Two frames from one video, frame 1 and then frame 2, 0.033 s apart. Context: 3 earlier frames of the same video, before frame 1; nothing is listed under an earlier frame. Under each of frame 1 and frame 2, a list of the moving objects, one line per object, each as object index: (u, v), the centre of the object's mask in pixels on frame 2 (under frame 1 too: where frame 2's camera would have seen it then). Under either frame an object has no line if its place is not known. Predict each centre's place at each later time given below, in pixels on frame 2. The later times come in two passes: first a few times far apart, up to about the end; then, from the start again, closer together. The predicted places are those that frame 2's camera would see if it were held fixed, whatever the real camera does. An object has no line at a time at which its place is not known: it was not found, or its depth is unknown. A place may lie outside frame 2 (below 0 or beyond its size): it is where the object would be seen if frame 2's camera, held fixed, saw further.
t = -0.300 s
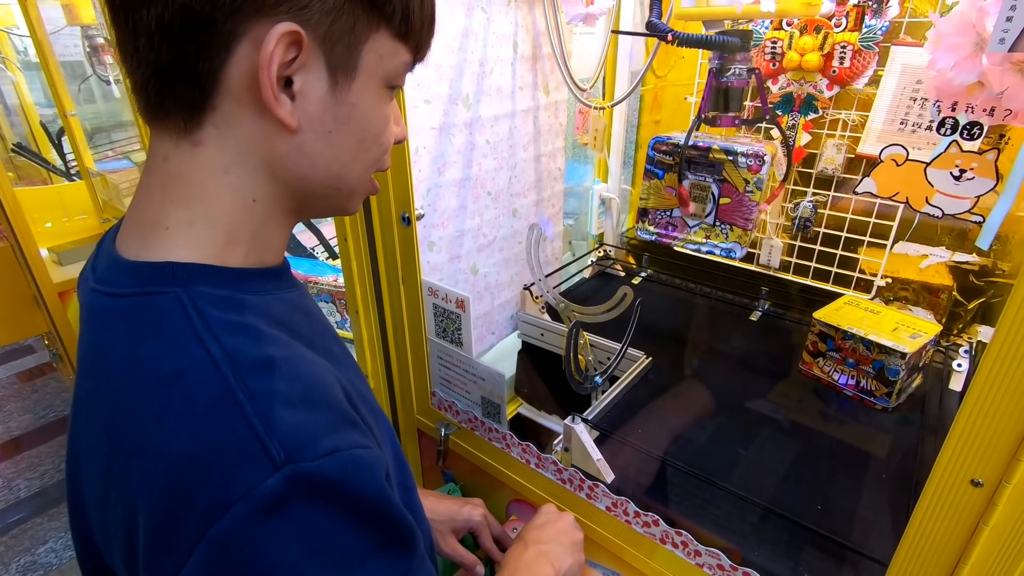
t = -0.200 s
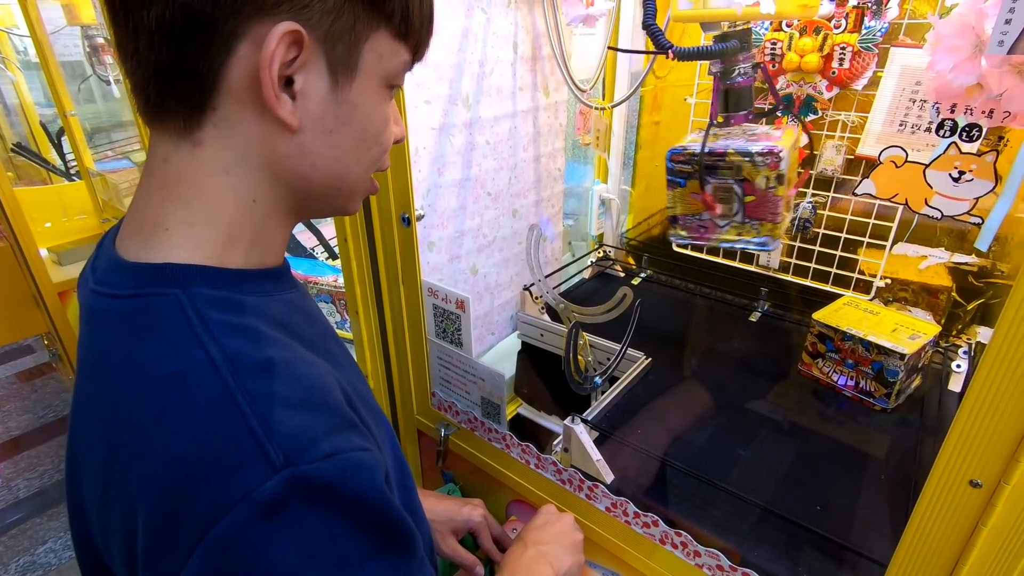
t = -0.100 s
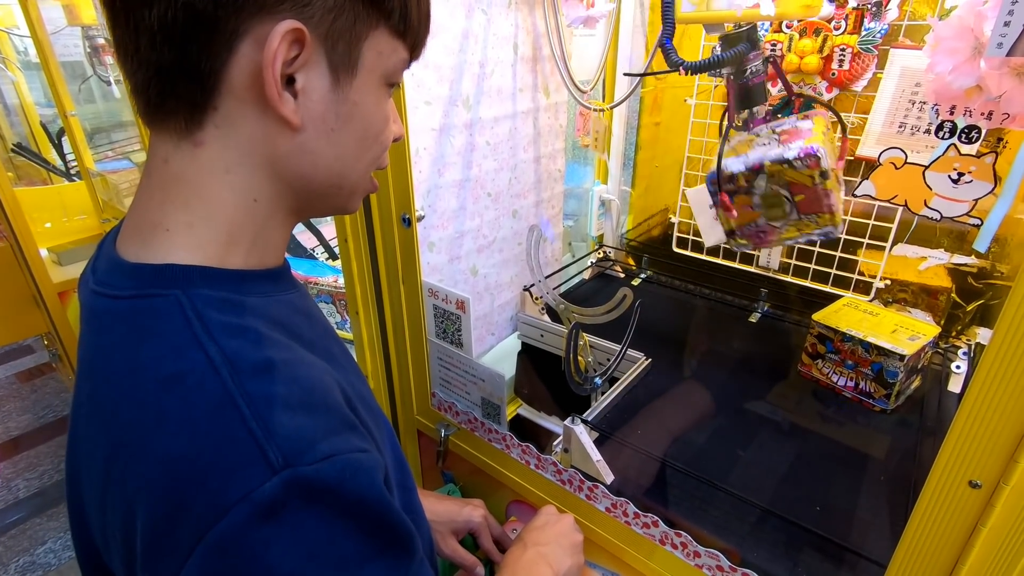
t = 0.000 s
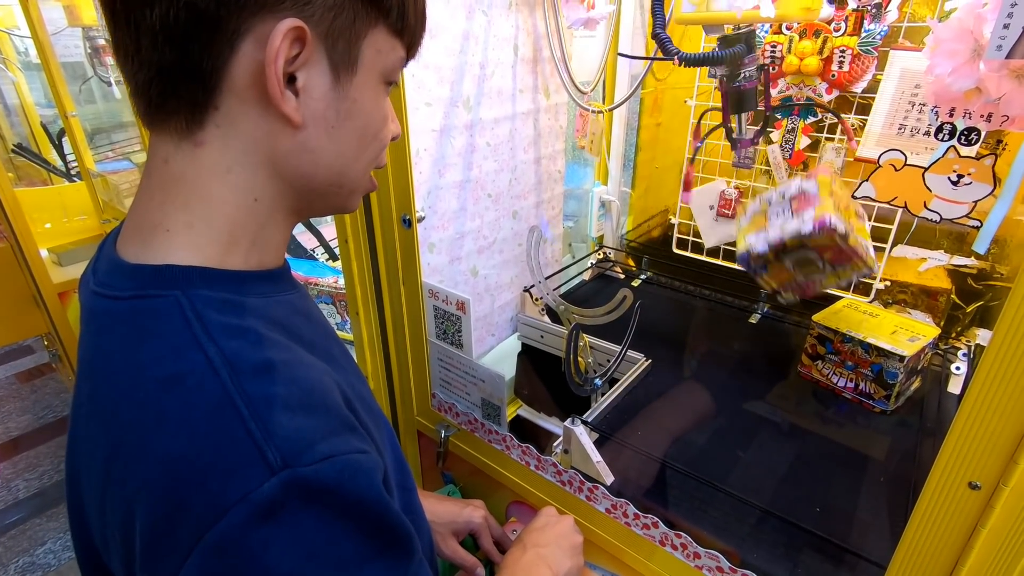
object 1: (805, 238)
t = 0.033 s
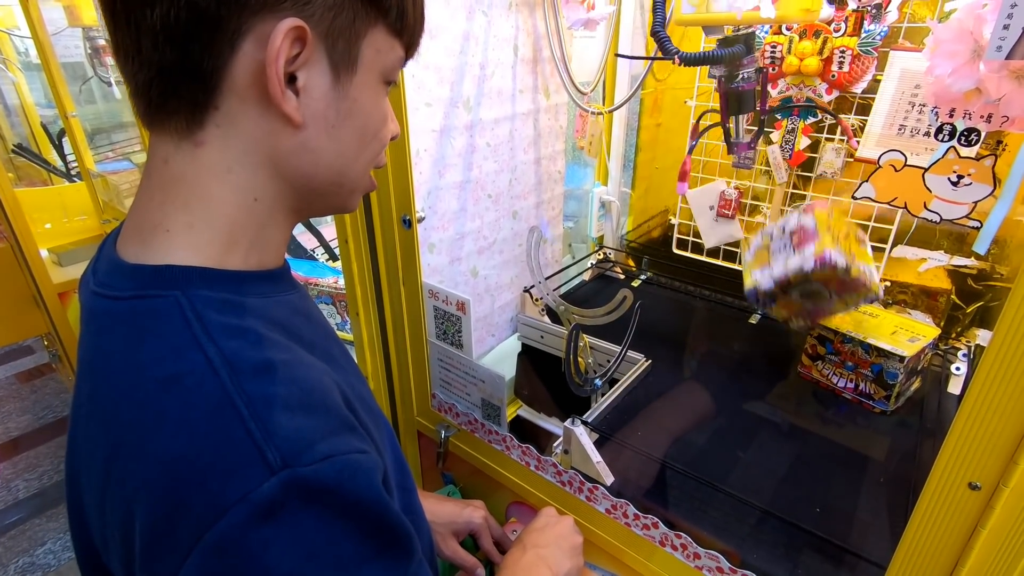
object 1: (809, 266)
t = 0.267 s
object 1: (677, 344)
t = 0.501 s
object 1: (711, 385)
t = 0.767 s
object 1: (831, 442)
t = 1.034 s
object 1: (871, 410)
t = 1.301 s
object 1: (867, 423)
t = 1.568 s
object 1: (812, 413)
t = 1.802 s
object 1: (815, 427)
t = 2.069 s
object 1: (858, 438)
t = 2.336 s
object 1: (861, 436)
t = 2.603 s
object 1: (858, 438)
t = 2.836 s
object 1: (859, 436)
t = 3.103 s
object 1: (858, 435)
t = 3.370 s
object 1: (857, 435)
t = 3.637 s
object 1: (858, 437)
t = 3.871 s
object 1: (858, 435)
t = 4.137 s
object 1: (859, 436)
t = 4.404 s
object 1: (858, 435)
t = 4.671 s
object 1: (858, 436)
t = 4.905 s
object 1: (858, 436)
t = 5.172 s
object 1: (858, 435)
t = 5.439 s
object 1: (858, 436)
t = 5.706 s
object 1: (858, 436)
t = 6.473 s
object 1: (858, 435)
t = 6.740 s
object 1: (858, 435)
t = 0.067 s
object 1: (805, 297)
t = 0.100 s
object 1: (784, 316)
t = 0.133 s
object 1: (759, 331)
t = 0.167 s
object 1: (739, 338)
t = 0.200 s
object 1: (720, 337)
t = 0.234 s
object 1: (699, 340)
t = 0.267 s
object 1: (677, 344)
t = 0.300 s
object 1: (659, 351)
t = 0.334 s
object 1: (651, 360)
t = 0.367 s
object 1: (658, 369)
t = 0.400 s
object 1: (664, 382)
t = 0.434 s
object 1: (675, 395)
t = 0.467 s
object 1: (692, 388)
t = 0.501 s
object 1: (711, 385)
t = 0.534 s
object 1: (727, 388)
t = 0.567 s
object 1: (744, 398)
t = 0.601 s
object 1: (759, 407)
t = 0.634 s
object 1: (775, 407)
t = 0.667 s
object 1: (791, 408)
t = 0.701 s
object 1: (805, 415)
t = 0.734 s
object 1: (818, 430)
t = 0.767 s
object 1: (831, 442)
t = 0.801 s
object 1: (845, 436)
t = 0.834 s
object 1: (855, 430)
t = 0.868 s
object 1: (860, 428)
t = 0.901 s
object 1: (861, 431)
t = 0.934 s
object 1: (864, 429)
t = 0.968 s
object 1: (868, 417)
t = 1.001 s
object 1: (870, 411)
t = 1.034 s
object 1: (871, 410)
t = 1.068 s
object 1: (871, 416)
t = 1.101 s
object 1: (870, 418)
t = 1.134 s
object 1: (873, 415)
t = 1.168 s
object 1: (875, 416)
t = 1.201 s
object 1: (874, 423)
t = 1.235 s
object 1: (871, 431)
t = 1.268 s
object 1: (870, 426)
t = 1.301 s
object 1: (867, 423)
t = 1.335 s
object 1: (862, 425)
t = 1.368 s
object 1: (854, 428)
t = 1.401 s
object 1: (845, 427)
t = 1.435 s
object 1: (833, 431)
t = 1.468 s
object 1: (823, 434)
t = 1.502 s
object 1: (819, 424)
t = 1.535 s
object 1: (817, 415)
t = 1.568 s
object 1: (812, 413)
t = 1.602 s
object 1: (806, 416)
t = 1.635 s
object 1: (803, 418)
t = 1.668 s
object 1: (806, 415)
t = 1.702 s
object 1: (809, 416)
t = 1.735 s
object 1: (809, 423)
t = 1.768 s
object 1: (810, 431)
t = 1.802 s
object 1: (815, 427)
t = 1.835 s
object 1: (820, 421)
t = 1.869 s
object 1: (823, 421)
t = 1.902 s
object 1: (826, 427)
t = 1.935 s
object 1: (832, 431)
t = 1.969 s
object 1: (842, 429)
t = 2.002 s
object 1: (850, 431)
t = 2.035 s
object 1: (856, 436)
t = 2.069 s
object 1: (858, 438)
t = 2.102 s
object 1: (857, 440)
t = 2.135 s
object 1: (857, 441)
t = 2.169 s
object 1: (858, 441)
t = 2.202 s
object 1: (859, 436)
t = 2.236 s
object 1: (860, 434)
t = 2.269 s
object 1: (858, 437)
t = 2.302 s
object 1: (859, 439)
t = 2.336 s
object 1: (861, 436)
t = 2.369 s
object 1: (861, 438)
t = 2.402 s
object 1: (859, 439)
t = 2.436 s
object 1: (857, 435)
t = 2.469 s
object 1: (857, 433)
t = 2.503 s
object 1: (857, 435)
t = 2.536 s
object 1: (859, 437)
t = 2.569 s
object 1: (859, 437)
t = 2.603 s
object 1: (858, 438)
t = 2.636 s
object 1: (858, 437)
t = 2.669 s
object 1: (858, 436)
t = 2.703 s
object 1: (858, 434)
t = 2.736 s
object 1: (858, 435)
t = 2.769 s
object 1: (858, 437)
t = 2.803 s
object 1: (859, 435)
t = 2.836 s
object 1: (859, 436)
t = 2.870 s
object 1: (858, 436)
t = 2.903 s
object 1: (857, 434)
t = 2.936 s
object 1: (858, 435)
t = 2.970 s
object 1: (859, 437)
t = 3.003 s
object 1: (859, 435)
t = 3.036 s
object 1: (858, 436)
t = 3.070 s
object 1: (858, 436)
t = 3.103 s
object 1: (858, 435)
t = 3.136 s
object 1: (859, 436)
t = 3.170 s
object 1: (859, 436)
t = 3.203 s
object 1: (858, 434)
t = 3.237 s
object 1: (857, 435)
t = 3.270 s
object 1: (859, 436)
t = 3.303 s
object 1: (859, 435)
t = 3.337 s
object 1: (859, 437)
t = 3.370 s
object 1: (857, 435)
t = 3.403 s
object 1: (858, 434)
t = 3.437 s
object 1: (858, 436)
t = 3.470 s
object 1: (859, 436)
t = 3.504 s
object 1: (858, 435)
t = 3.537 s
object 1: (858, 436)
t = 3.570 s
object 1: (858, 435)
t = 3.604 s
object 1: (858, 435)
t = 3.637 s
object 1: (858, 437)
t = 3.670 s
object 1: (858, 436)
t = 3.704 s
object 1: (858, 435)
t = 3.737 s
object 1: (858, 436)
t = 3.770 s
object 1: (857, 435)
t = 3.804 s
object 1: (858, 436)
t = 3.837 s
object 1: (858, 436)
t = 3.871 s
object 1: (858, 435)
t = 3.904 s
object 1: (858, 436)
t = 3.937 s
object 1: (858, 436)
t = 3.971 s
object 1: (858, 435)
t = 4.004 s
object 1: (859, 436)
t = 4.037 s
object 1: (858, 435)
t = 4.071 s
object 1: (857, 435)
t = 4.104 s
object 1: (858, 436)
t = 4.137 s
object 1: (859, 436)
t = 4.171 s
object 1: (859, 436)
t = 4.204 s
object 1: (858, 436)
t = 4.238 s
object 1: (858, 435)
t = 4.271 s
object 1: (858, 436)
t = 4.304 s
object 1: (859, 436)
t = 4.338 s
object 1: (858, 435)
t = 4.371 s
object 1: (858, 436)
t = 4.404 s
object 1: (858, 435)
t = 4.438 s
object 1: (859, 435)
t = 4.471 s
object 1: (858, 436)
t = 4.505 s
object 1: (858, 435)
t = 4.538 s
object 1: (858, 435)
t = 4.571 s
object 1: (859, 436)
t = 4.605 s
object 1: (858, 435)
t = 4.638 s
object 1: (858, 436)
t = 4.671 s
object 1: (858, 436)
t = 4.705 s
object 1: (858, 435)
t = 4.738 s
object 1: (858, 436)
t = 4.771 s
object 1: (858, 435)
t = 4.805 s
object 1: (858, 435)
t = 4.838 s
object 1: (858, 435)
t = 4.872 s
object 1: (858, 435)
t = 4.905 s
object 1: (858, 436)
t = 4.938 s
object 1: (858, 436)
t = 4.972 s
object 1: (858, 435)
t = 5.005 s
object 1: (858, 435)
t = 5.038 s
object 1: (858, 435)
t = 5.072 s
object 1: (858, 435)
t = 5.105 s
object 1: (858, 436)
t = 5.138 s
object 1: (858, 435)
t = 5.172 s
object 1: (858, 435)
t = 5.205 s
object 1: (858, 436)
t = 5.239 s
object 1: (858, 435)
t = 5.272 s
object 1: (858, 436)
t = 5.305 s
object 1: (858, 435)
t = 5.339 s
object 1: (858, 435)
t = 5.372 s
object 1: (858, 436)
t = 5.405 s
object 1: (858, 435)
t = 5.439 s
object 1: (858, 436)
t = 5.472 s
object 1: (858, 436)
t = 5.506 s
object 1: (858, 435)
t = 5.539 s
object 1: (858, 436)
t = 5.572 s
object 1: (858, 436)
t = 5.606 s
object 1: (858, 435)
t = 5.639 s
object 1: (859, 436)
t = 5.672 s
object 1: (858, 436)
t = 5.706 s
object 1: (858, 436)
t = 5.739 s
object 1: (858, 436)
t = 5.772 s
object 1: (858, 435)
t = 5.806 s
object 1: (858, 435)
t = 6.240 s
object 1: (858, 435)
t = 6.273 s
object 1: (858, 435)
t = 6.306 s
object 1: (858, 435)
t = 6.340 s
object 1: (858, 435)
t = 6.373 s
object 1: (858, 436)
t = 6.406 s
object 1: (858, 435)
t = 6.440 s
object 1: (858, 435)
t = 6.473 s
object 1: (858, 435)
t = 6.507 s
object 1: (858, 435)
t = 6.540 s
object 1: (858, 435)
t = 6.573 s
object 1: (858, 435)
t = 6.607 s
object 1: (858, 435)
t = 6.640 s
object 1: (858, 435)
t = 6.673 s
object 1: (858, 435)
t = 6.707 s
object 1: (858, 435)
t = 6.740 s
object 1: (858, 435)
